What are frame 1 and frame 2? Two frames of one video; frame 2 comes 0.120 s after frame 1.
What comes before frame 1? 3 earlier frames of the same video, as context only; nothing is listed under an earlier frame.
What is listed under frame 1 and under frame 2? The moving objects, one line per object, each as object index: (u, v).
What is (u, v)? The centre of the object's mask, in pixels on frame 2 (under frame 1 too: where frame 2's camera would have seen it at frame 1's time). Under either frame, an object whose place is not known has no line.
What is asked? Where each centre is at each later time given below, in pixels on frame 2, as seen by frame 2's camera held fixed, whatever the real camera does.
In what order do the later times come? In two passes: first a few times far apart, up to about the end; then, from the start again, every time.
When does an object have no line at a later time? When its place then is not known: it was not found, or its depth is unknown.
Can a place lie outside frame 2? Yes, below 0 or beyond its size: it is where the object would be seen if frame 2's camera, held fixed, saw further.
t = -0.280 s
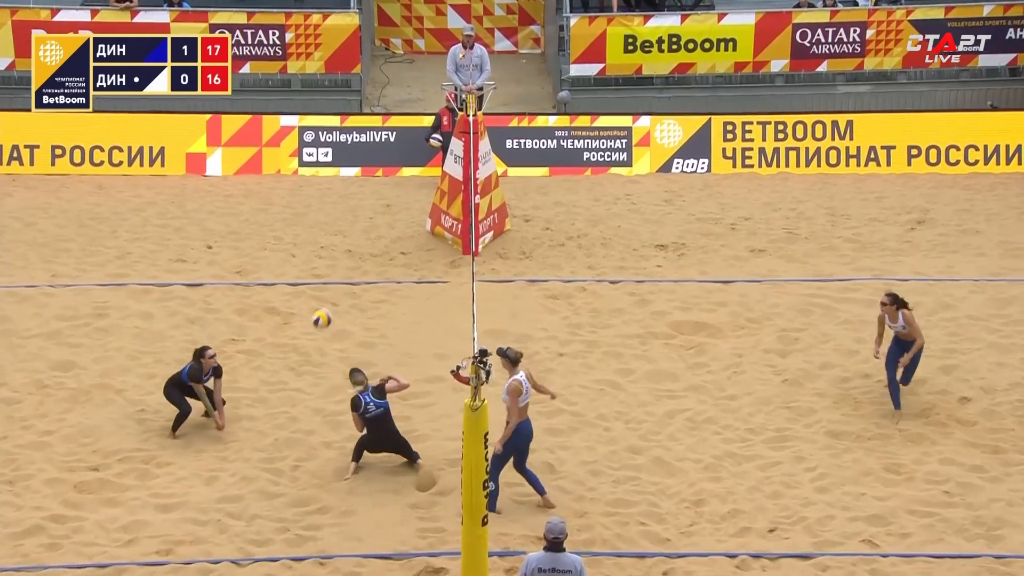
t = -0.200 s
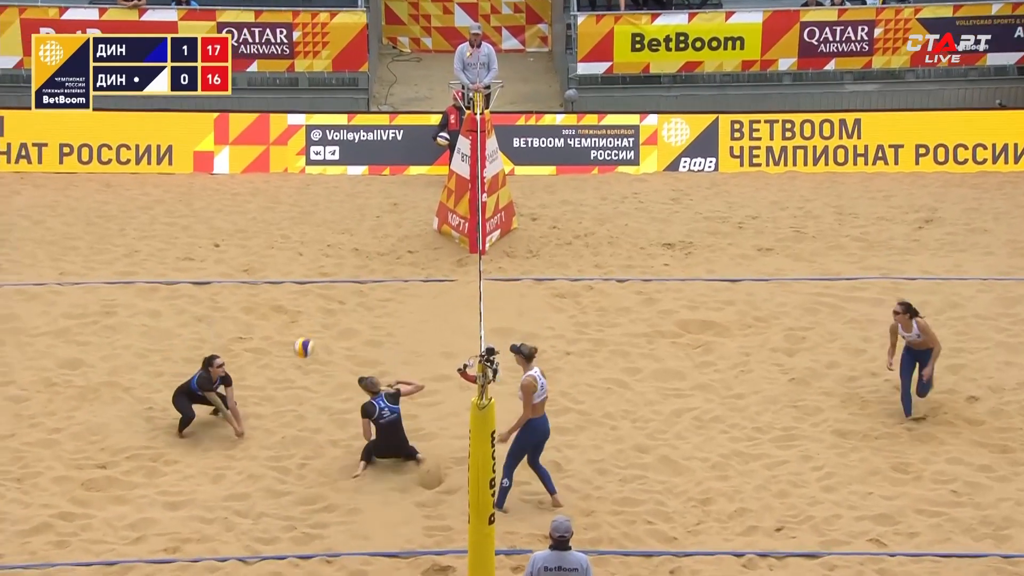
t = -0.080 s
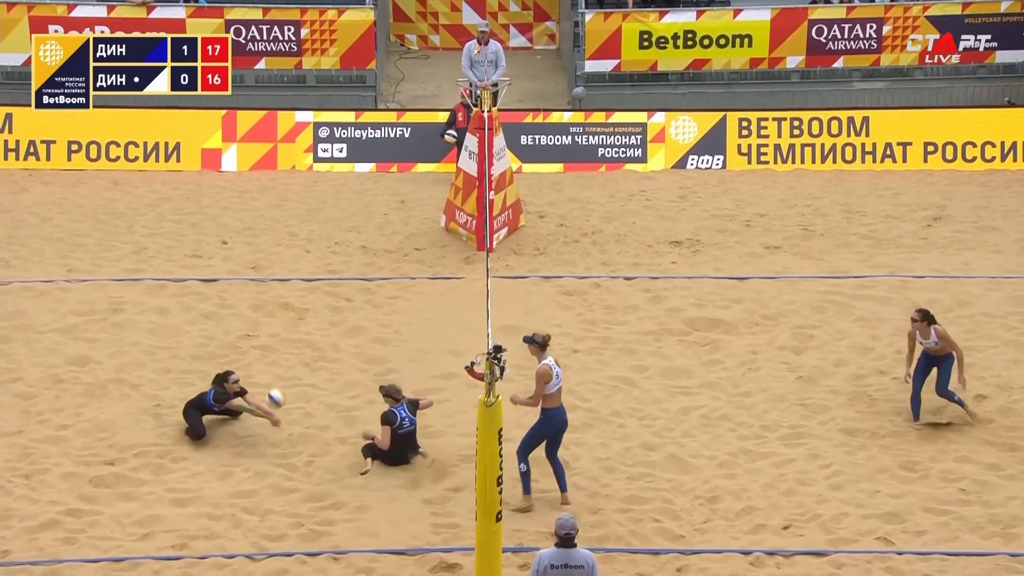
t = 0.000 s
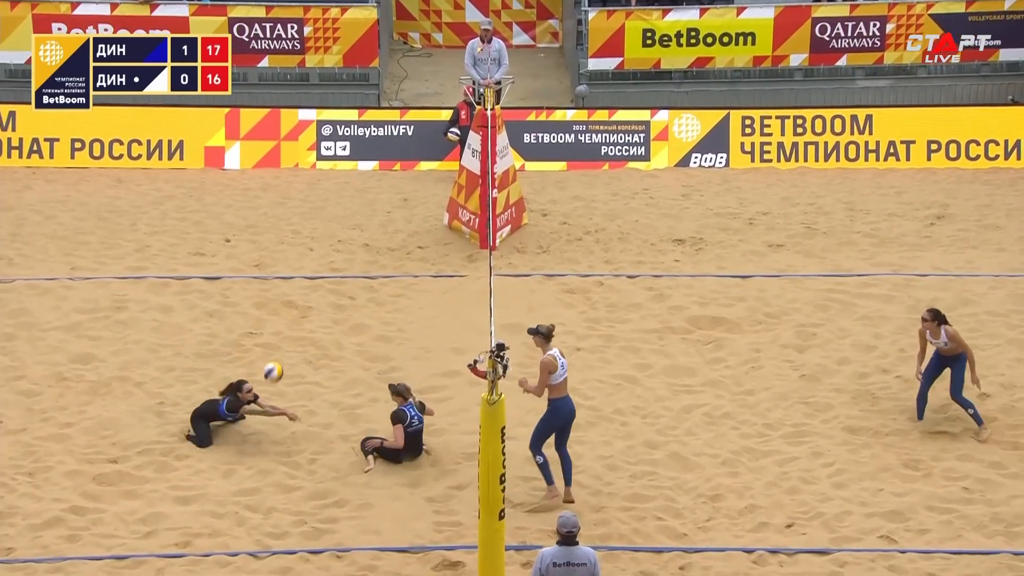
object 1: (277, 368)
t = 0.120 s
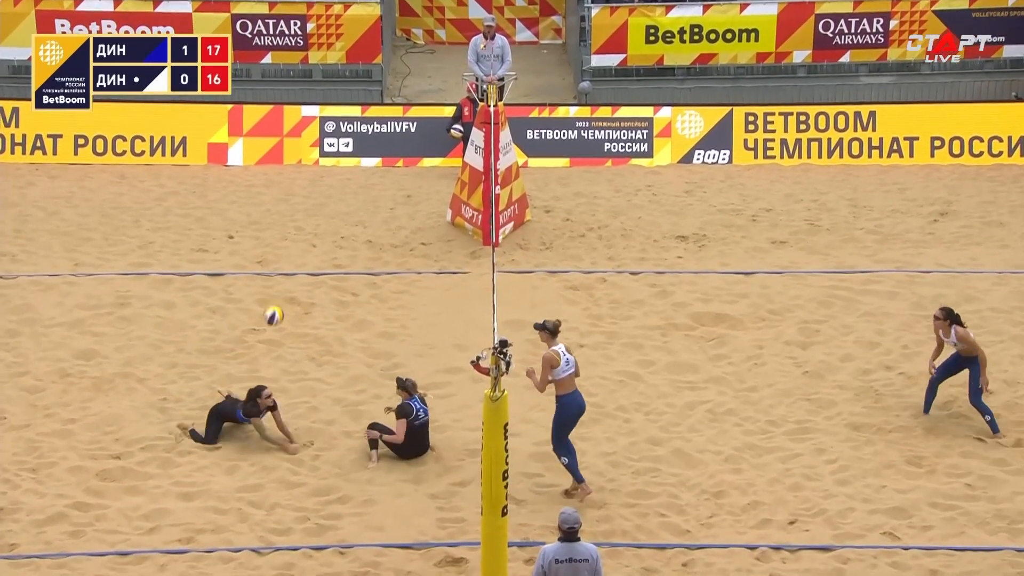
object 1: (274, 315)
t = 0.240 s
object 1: (271, 274)
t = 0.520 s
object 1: (263, 223)
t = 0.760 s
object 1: (260, 238)
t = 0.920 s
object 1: (259, 276)
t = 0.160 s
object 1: (273, 300)
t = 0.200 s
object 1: (271, 286)
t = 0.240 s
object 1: (271, 274)
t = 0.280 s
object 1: (269, 262)
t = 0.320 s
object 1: (269, 253)
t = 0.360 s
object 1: (267, 244)
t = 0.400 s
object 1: (267, 235)
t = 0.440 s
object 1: (265, 231)
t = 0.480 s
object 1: (264, 227)
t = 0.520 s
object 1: (263, 223)
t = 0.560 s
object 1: (263, 223)
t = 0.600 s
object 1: (262, 223)
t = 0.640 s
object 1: (261, 225)
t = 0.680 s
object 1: (261, 228)
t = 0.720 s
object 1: (261, 232)
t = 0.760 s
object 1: (260, 238)
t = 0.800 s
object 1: (259, 245)
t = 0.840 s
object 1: (259, 253)
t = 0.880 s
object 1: (259, 264)
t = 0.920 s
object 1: (259, 276)
